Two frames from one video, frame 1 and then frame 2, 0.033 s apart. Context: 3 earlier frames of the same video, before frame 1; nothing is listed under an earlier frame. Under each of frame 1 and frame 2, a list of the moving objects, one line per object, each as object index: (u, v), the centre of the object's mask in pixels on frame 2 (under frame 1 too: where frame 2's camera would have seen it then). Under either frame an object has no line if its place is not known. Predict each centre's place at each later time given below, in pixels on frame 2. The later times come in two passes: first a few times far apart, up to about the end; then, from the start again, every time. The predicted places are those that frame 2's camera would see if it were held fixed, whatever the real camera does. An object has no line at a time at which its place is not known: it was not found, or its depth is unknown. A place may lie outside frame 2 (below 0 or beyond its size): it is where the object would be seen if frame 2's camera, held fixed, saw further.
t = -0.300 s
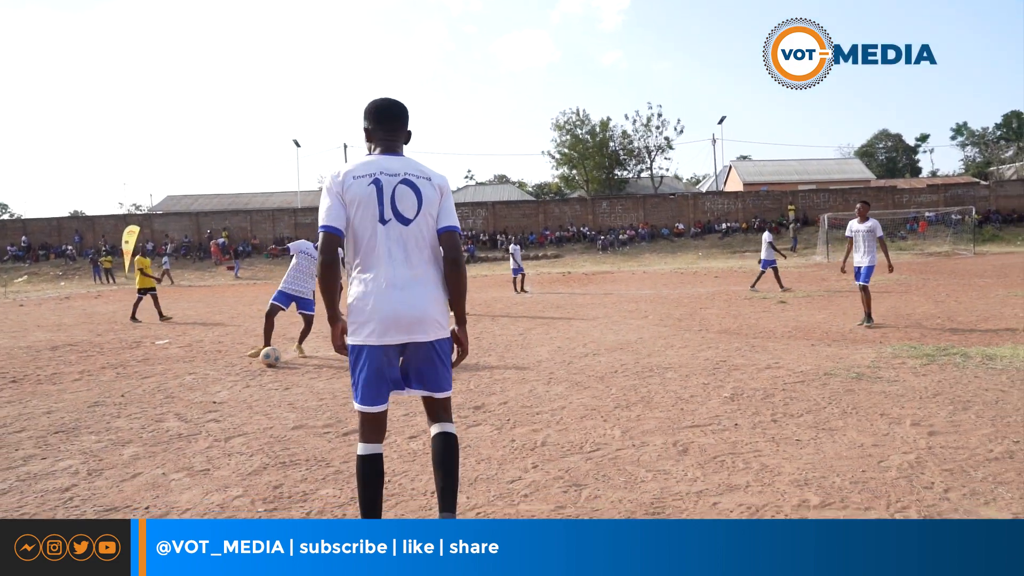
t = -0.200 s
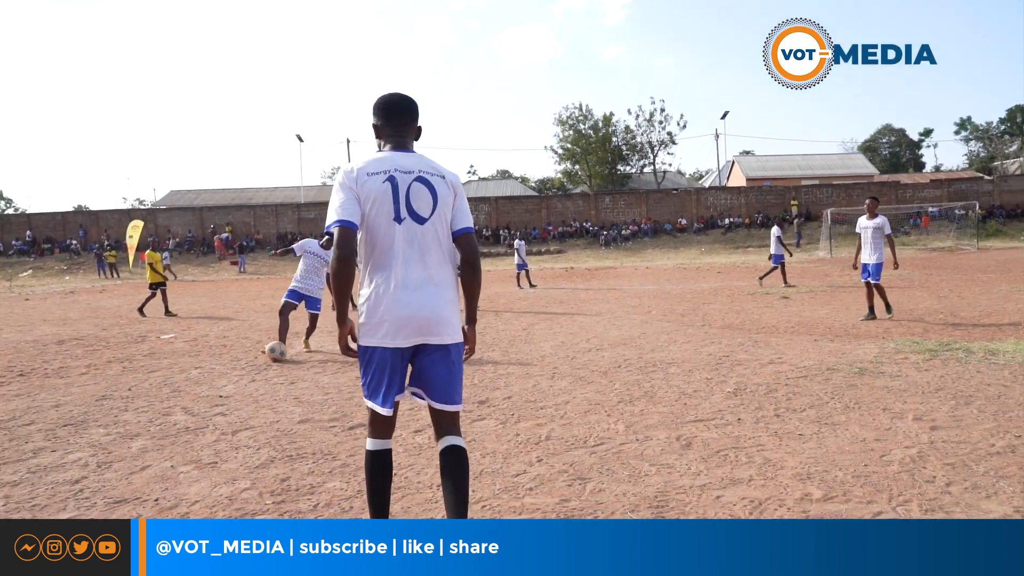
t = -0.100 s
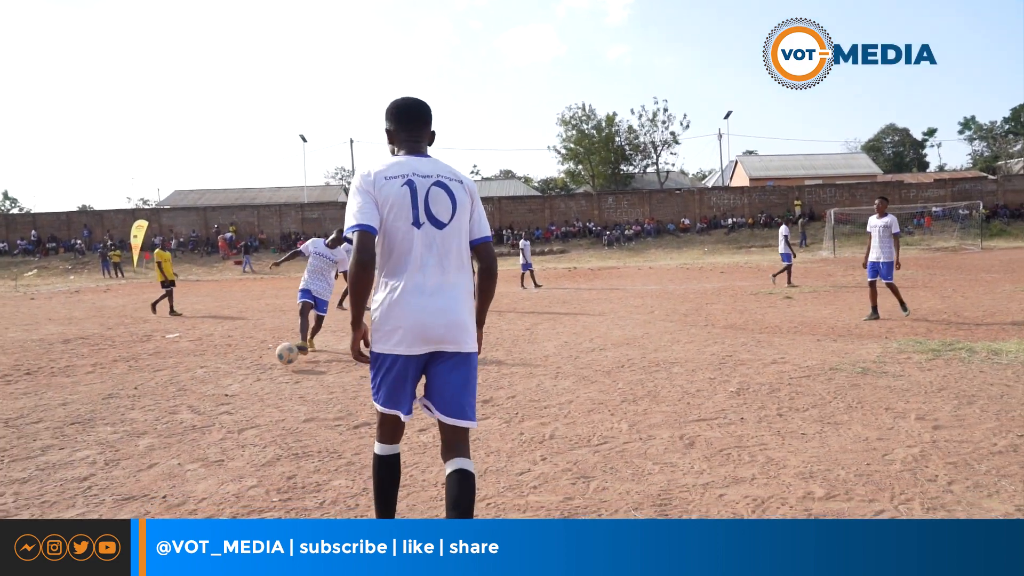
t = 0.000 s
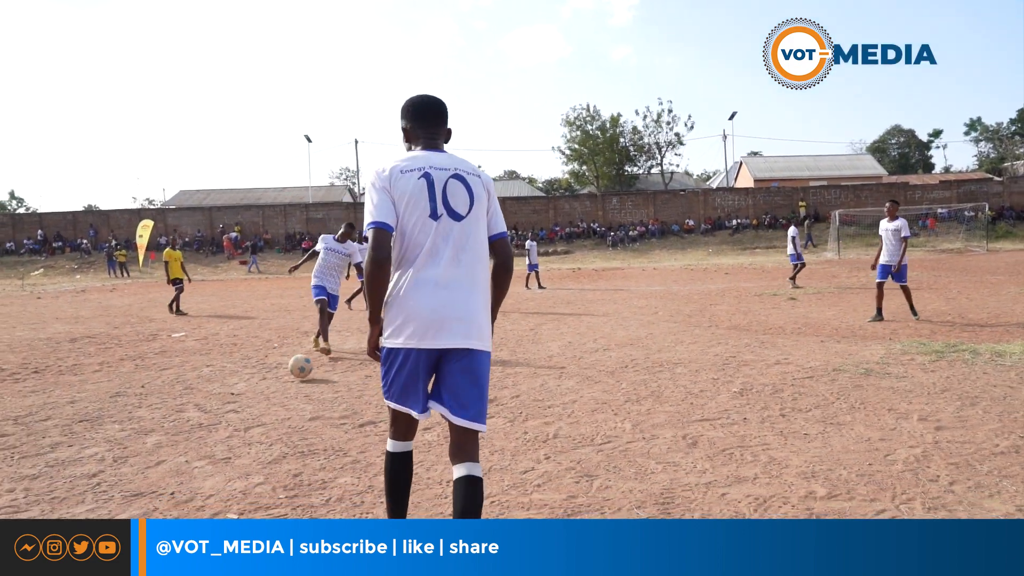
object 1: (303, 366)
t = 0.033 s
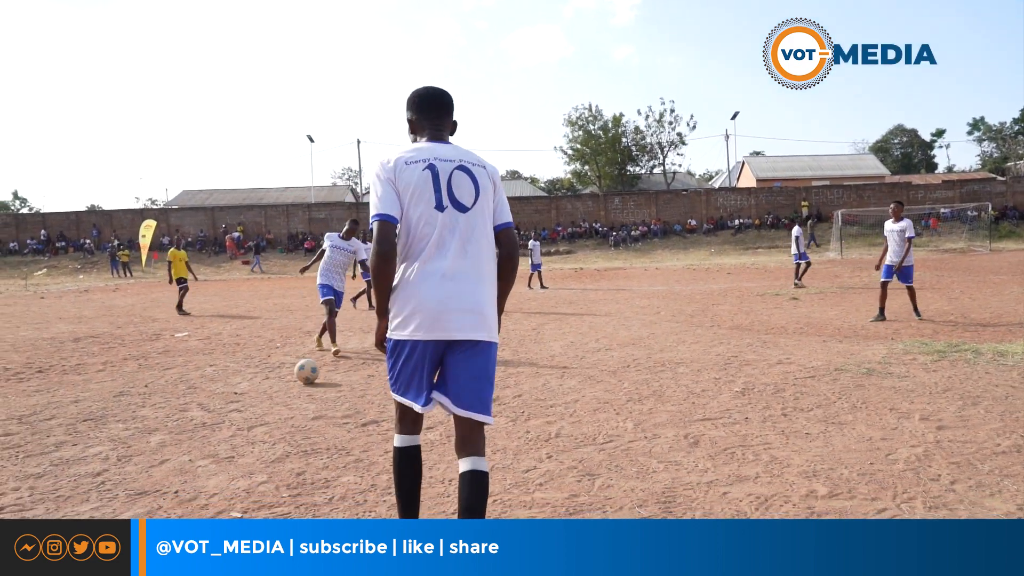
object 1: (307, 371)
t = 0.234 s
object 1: (321, 384)
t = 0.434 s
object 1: (341, 413)
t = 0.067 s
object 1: (309, 370)
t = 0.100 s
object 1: (310, 370)
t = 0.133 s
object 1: (313, 371)
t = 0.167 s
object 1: (316, 374)
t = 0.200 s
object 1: (318, 377)
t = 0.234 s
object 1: (321, 384)
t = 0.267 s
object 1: (325, 393)
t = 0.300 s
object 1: (327, 395)
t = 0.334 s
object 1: (330, 397)
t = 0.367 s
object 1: (334, 401)
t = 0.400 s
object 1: (336, 404)
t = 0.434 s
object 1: (341, 413)
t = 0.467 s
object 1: (344, 414)
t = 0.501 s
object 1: (347, 415)
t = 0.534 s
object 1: (351, 419)
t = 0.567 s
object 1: (356, 425)
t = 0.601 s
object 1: (358, 430)
